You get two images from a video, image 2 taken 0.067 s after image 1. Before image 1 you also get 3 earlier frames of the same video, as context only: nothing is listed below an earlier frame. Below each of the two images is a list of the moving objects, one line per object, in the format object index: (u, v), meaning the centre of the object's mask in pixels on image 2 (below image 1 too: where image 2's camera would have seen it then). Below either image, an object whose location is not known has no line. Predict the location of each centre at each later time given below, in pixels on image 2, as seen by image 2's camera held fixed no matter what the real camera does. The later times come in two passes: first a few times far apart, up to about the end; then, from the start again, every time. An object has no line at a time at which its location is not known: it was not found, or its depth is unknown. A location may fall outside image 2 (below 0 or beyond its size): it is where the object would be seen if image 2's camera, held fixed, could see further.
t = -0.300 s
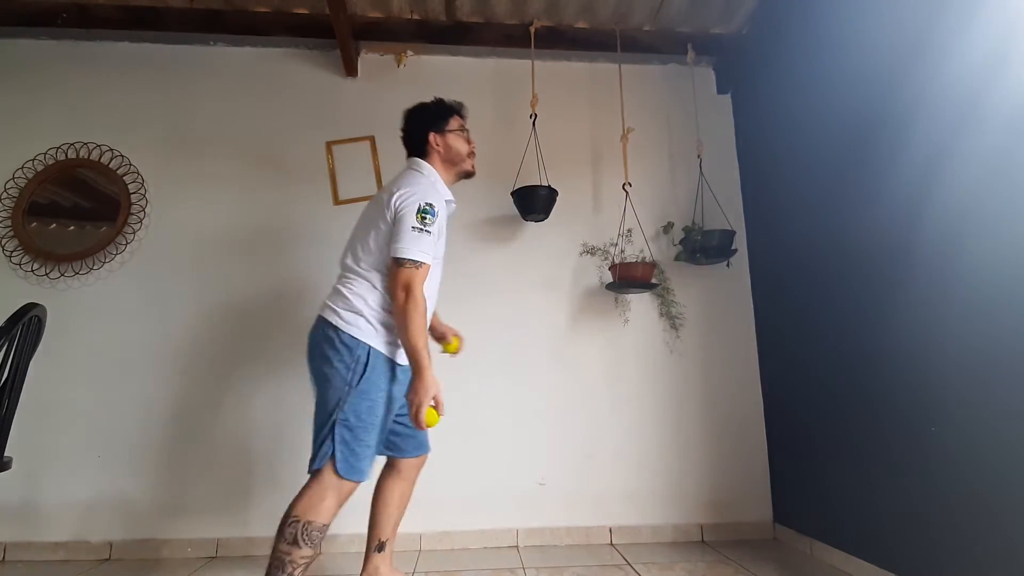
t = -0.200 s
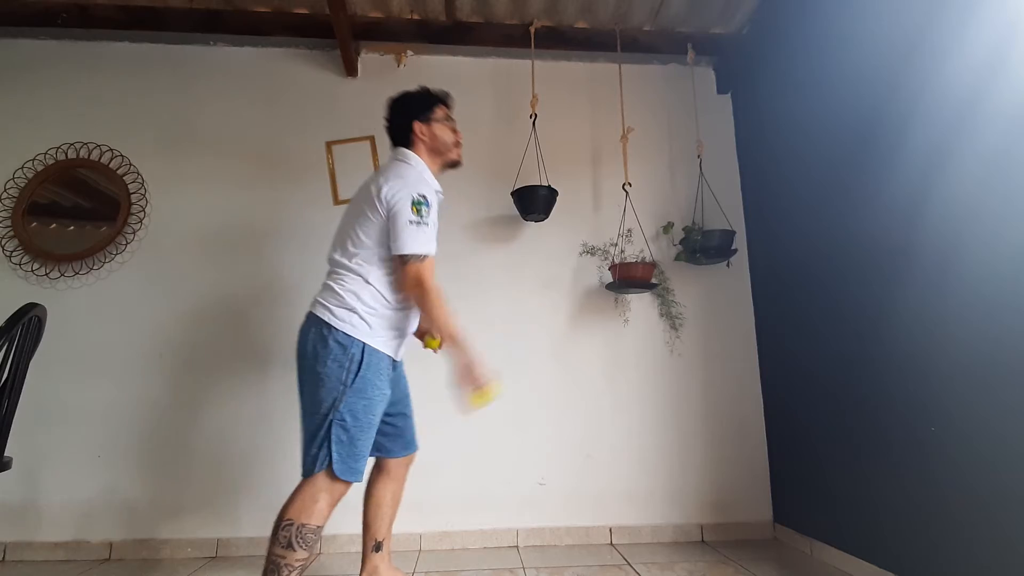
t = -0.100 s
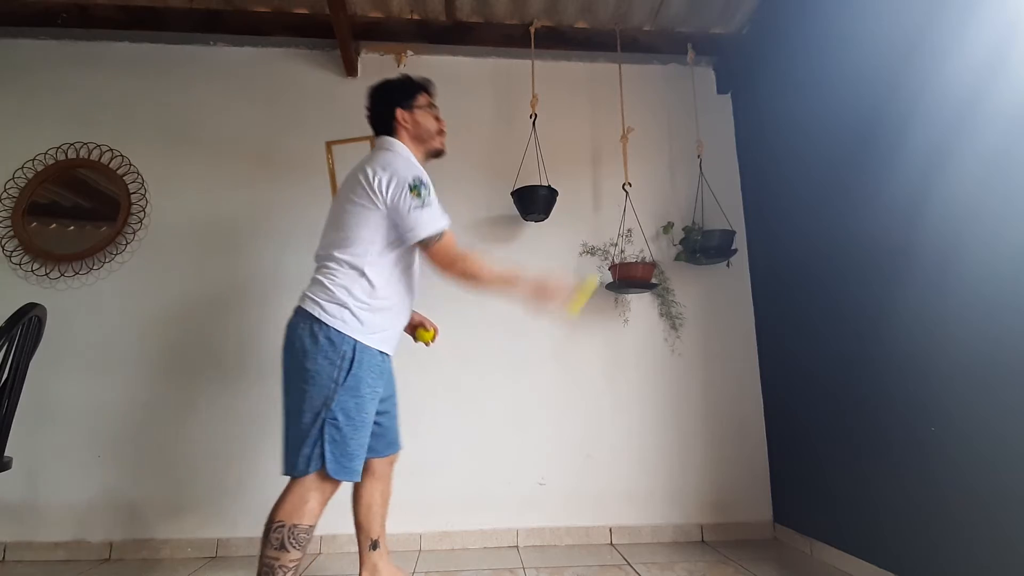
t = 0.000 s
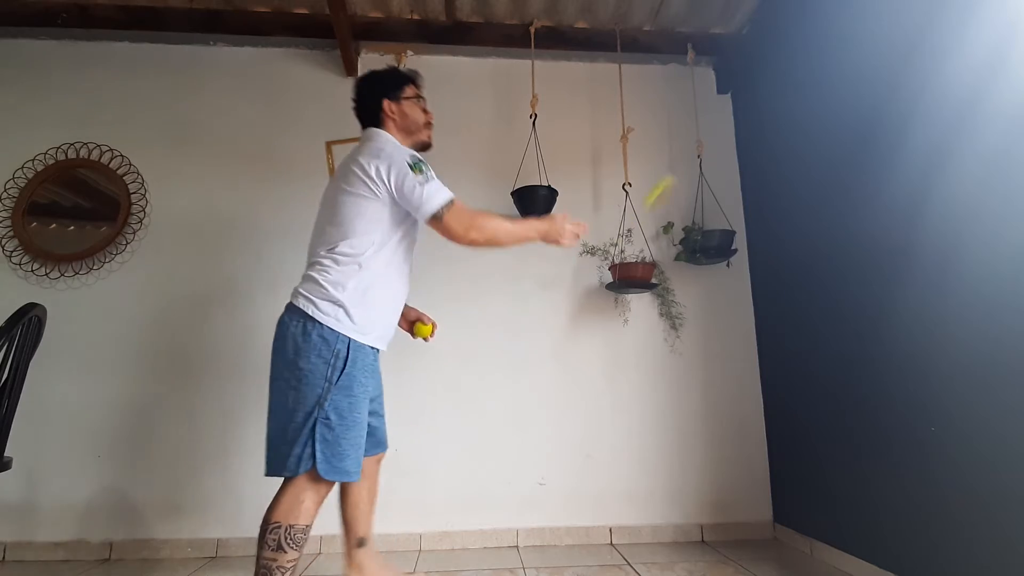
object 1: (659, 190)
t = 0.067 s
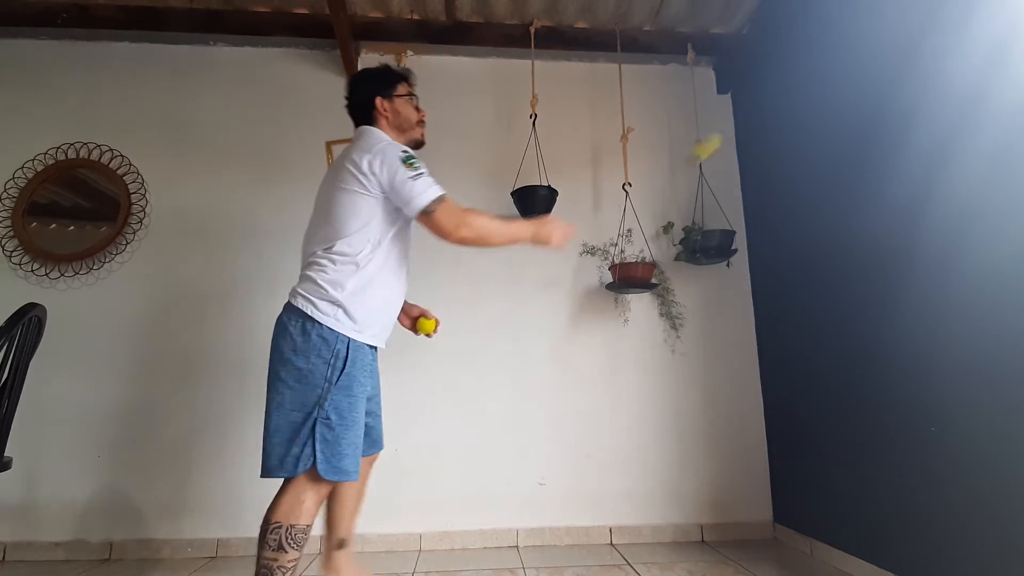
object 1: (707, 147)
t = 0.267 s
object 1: (816, 90)
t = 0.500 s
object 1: (696, 117)
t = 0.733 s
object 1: (570, 289)
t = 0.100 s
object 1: (730, 131)
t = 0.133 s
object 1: (749, 117)
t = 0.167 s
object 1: (769, 106)
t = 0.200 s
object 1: (790, 99)
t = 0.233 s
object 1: (811, 93)
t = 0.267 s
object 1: (816, 90)
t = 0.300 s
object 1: (797, 86)
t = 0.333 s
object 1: (780, 84)
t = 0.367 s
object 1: (764, 86)
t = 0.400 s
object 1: (746, 90)
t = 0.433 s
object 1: (730, 96)
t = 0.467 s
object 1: (714, 104)
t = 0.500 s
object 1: (696, 117)
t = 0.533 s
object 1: (678, 132)
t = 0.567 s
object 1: (660, 149)
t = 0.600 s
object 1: (642, 169)
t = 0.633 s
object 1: (623, 196)
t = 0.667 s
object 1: (606, 223)
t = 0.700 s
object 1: (591, 254)
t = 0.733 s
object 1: (570, 289)
